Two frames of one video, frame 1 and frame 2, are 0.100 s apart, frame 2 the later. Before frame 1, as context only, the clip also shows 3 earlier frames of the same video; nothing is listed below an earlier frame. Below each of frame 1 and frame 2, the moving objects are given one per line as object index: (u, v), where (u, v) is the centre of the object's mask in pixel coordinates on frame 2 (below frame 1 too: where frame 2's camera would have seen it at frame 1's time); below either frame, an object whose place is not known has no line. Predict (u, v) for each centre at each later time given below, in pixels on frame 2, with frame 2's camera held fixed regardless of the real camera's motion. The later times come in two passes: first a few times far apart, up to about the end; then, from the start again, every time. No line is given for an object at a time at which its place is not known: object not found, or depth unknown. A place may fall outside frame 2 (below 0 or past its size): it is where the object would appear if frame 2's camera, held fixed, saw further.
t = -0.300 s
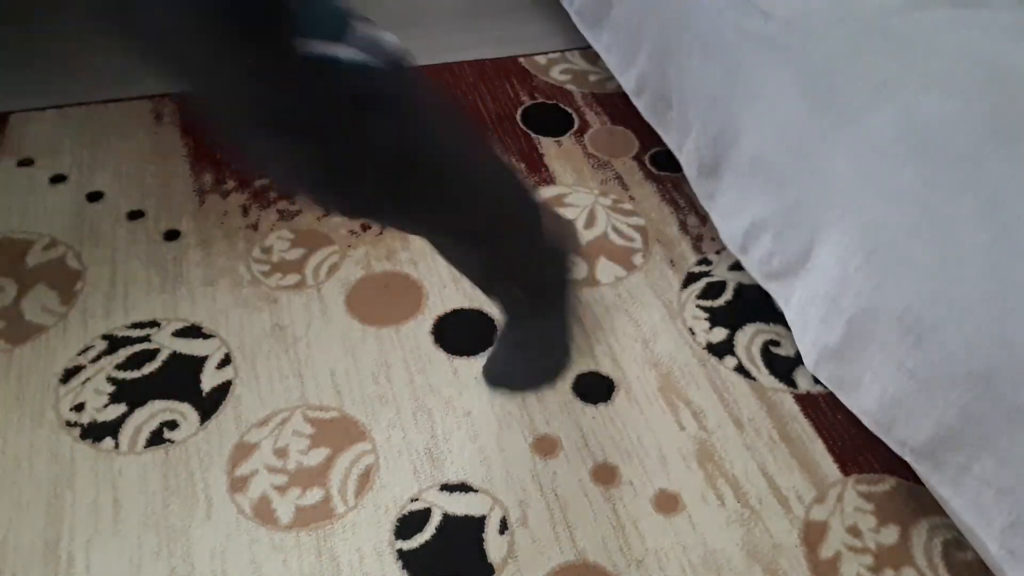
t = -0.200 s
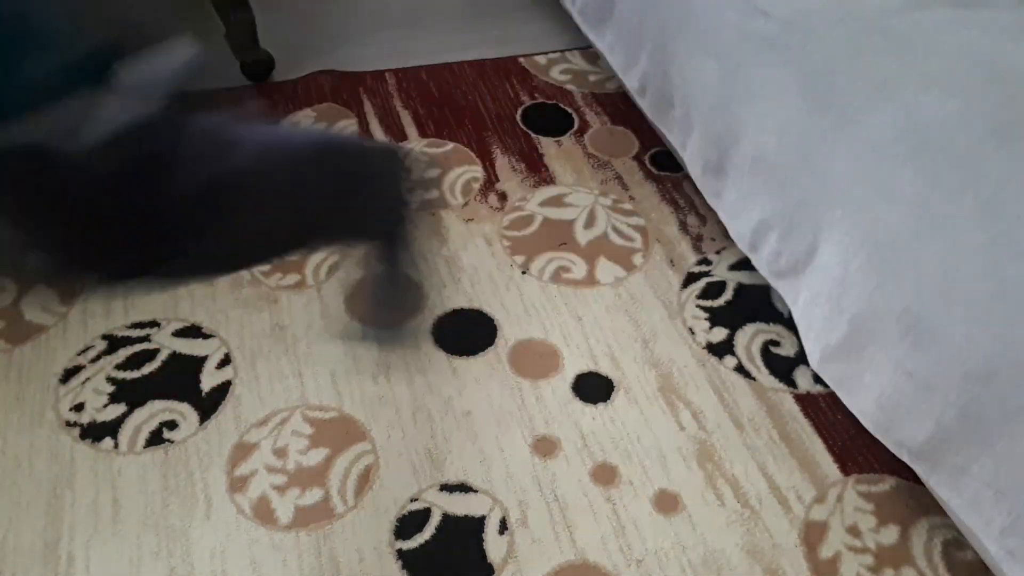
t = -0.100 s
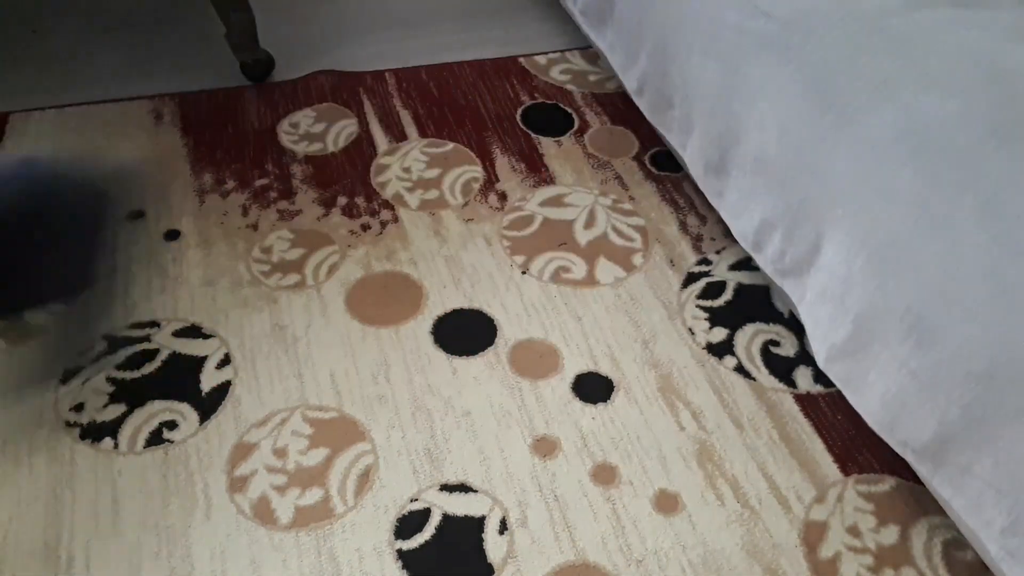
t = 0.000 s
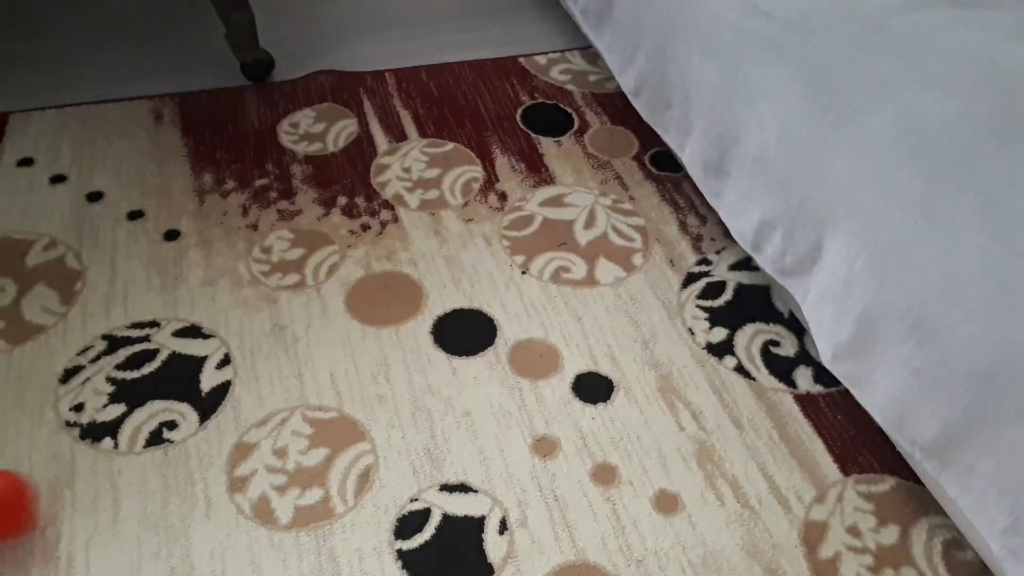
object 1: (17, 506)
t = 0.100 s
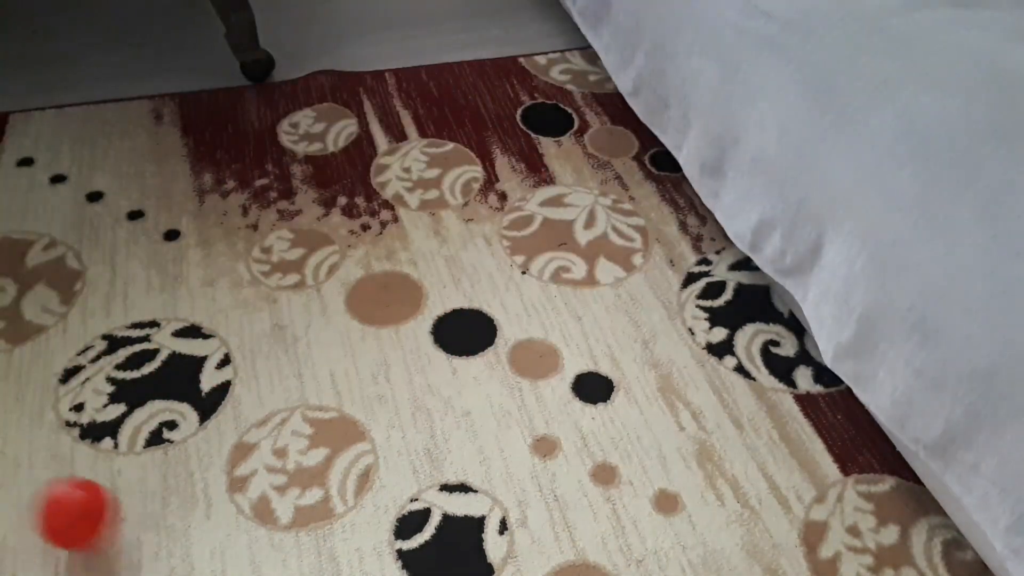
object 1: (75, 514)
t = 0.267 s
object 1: (224, 545)
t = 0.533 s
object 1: (445, 559)
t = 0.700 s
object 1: (571, 565)
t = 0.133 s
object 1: (110, 528)
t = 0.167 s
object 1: (138, 532)
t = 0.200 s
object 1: (166, 537)
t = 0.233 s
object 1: (195, 542)
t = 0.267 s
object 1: (224, 545)
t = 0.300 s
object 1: (253, 547)
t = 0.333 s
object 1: (281, 549)
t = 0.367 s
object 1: (310, 551)
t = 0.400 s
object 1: (335, 553)
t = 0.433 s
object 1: (365, 555)
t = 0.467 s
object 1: (394, 557)
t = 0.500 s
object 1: (420, 558)
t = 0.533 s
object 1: (445, 559)
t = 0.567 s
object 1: (467, 560)
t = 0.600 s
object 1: (493, 562)
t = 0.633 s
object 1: (519, 563)
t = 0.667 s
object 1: (545, 564)
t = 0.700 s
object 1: (571, 565)
